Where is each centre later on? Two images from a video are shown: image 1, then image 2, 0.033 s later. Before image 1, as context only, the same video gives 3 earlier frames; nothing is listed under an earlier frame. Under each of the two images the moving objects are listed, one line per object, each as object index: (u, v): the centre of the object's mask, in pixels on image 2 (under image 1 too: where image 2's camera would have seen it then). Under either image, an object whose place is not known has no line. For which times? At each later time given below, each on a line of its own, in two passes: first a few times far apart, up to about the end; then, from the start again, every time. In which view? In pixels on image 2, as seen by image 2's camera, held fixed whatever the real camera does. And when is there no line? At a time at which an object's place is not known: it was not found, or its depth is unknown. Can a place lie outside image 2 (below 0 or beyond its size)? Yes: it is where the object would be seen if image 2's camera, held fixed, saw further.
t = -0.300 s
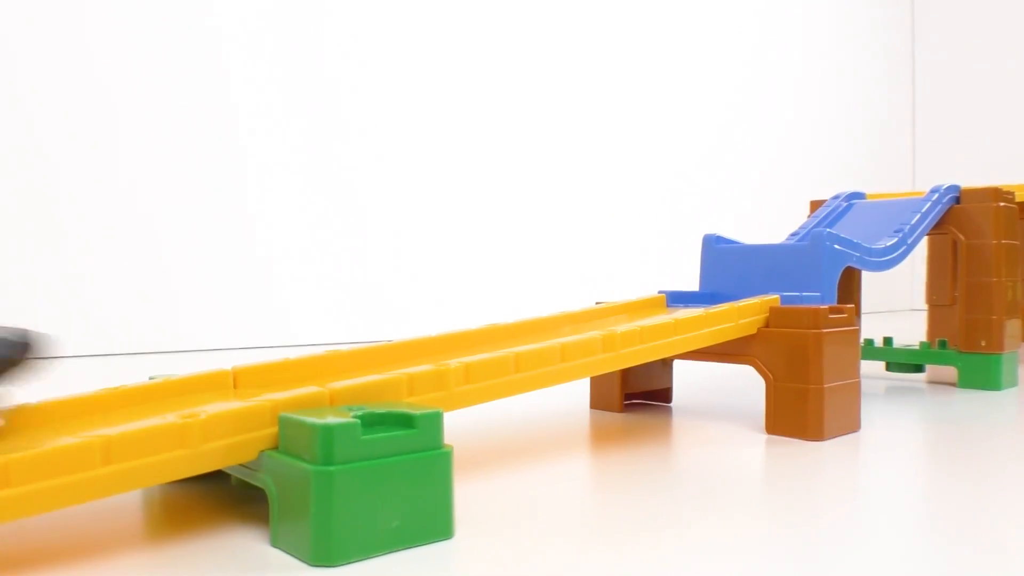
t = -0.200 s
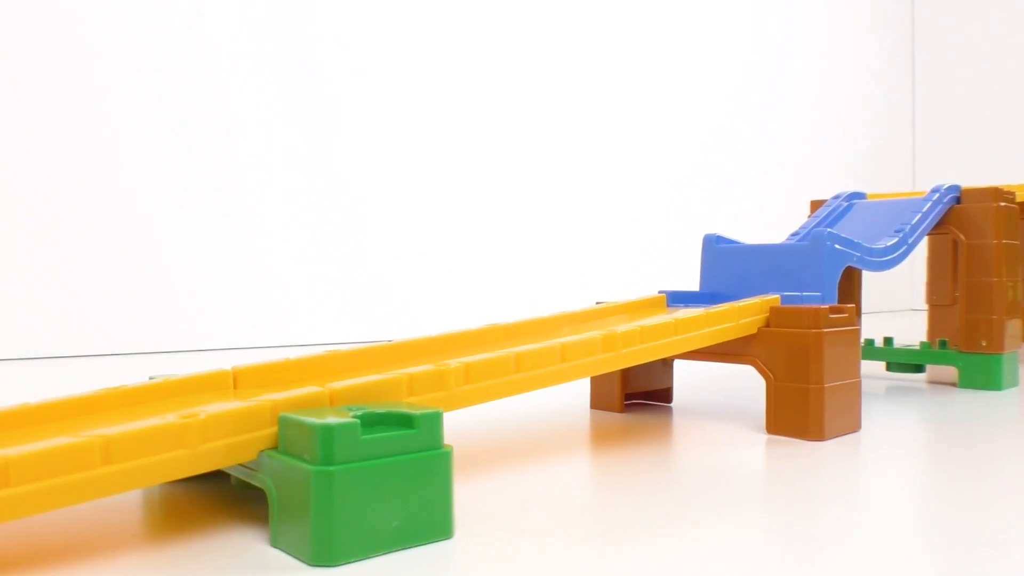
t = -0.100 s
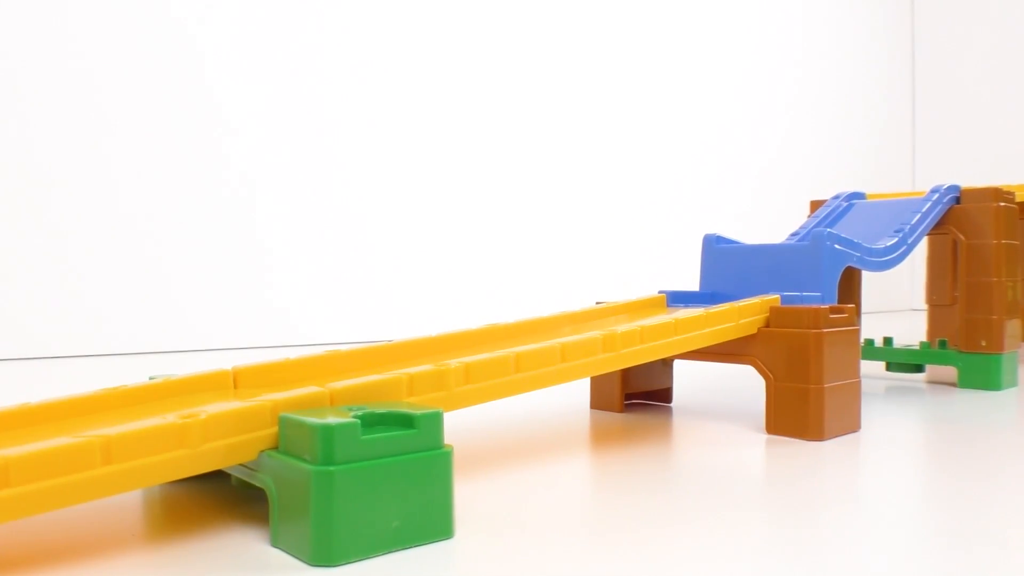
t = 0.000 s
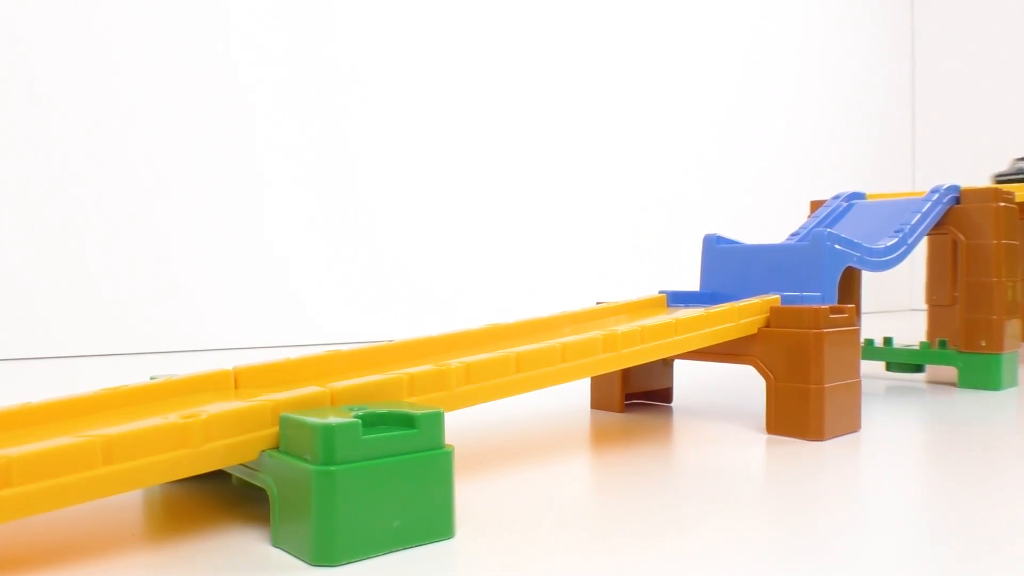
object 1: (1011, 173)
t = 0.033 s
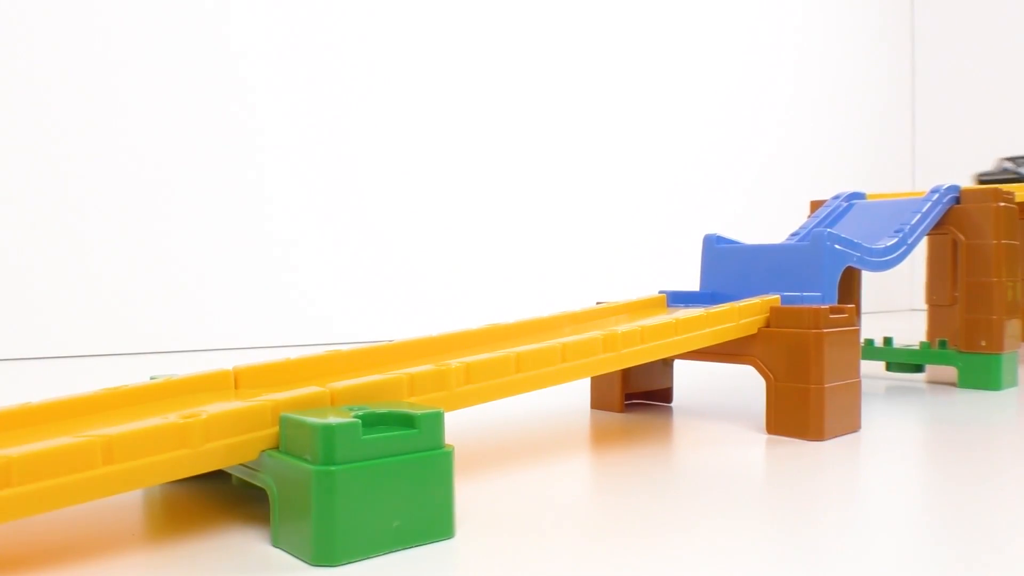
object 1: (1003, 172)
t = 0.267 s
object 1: (857, 189)
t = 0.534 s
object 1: (425, 279)
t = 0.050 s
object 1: (998, 171)
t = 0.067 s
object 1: (994, 170)
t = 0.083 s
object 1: (990, 170)
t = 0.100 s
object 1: (985, 169)
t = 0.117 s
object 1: (976, 170)
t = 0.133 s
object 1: (966, 171)
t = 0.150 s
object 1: (954, 172)
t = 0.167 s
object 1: (941, 173)
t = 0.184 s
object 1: (929, 174)
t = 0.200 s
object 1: (915, 175)
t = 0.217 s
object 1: (901, 175)
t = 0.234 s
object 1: (887, 176)
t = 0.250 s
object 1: (875, 178)
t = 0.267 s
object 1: (857, 189)
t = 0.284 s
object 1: (845, 192)
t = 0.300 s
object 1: (828, 196)
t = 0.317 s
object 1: (800, 203)
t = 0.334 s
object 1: (775, 206)
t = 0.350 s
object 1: (756, 204)
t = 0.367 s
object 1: (739, 198)
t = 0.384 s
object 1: (727, 192)
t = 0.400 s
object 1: (704, 194)
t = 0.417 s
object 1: (676, 209)
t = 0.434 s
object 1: (659, 219)
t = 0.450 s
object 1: (639, 213)
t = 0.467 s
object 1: (609, 223)
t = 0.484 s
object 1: (577, 240)
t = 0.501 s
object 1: (531, 268)
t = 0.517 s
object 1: (466, 276)
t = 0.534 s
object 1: (425, 279)
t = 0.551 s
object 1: (372, 298)
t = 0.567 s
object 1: (302, 310)
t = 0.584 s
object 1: (241, 314)
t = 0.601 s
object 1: (180, 311)
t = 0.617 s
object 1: (150, 315)
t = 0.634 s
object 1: (113, 327)
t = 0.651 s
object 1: (81, 325)
